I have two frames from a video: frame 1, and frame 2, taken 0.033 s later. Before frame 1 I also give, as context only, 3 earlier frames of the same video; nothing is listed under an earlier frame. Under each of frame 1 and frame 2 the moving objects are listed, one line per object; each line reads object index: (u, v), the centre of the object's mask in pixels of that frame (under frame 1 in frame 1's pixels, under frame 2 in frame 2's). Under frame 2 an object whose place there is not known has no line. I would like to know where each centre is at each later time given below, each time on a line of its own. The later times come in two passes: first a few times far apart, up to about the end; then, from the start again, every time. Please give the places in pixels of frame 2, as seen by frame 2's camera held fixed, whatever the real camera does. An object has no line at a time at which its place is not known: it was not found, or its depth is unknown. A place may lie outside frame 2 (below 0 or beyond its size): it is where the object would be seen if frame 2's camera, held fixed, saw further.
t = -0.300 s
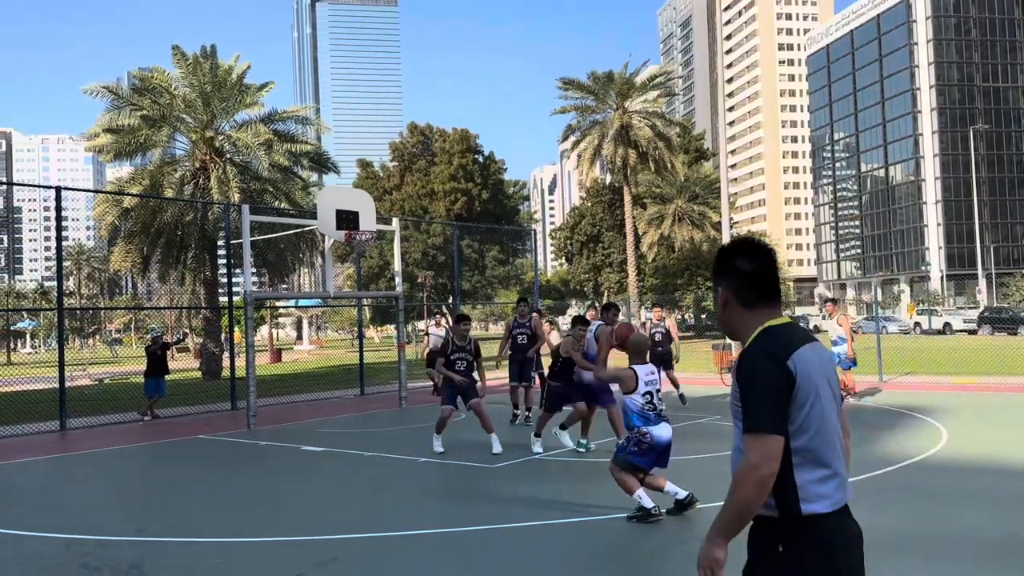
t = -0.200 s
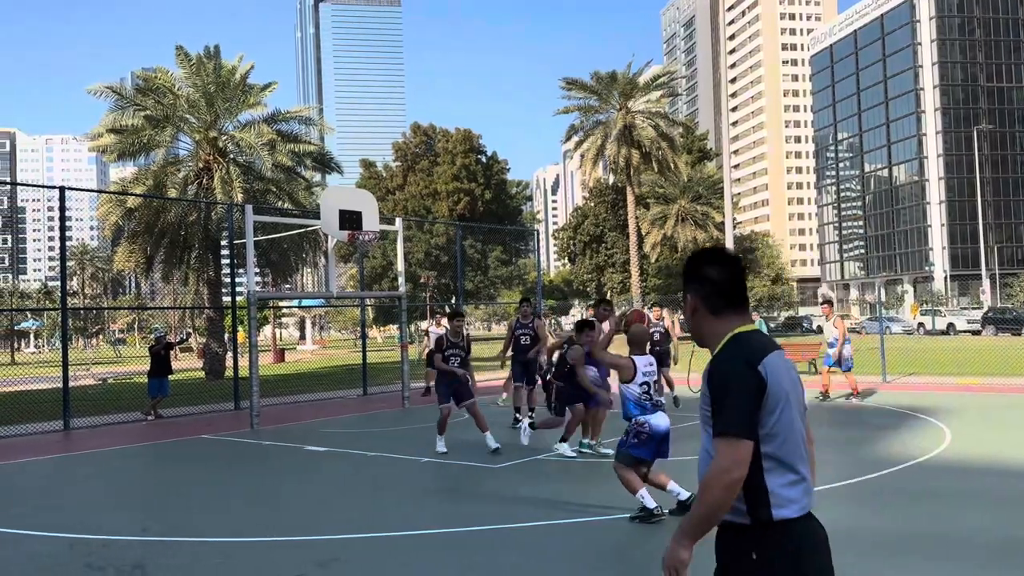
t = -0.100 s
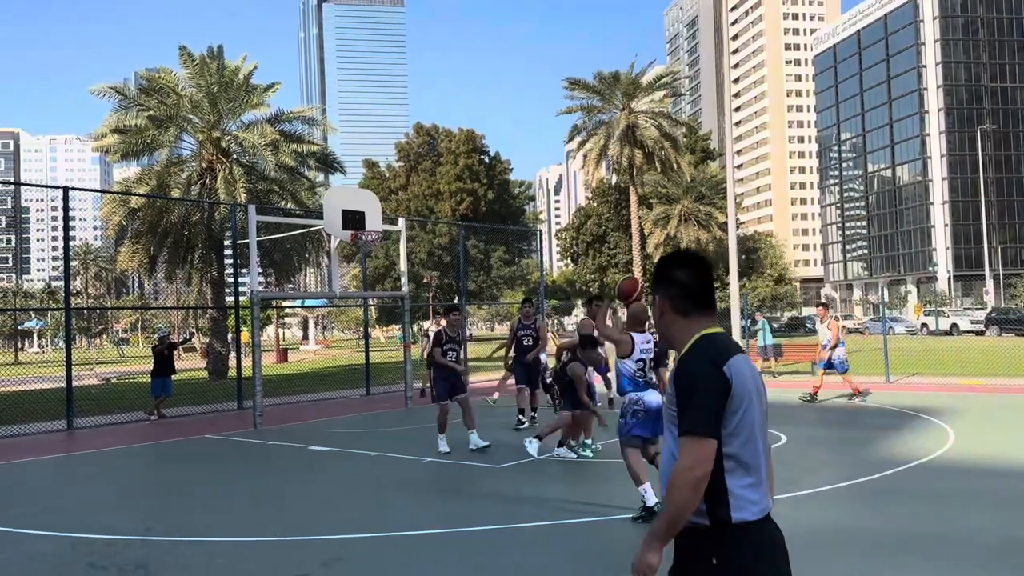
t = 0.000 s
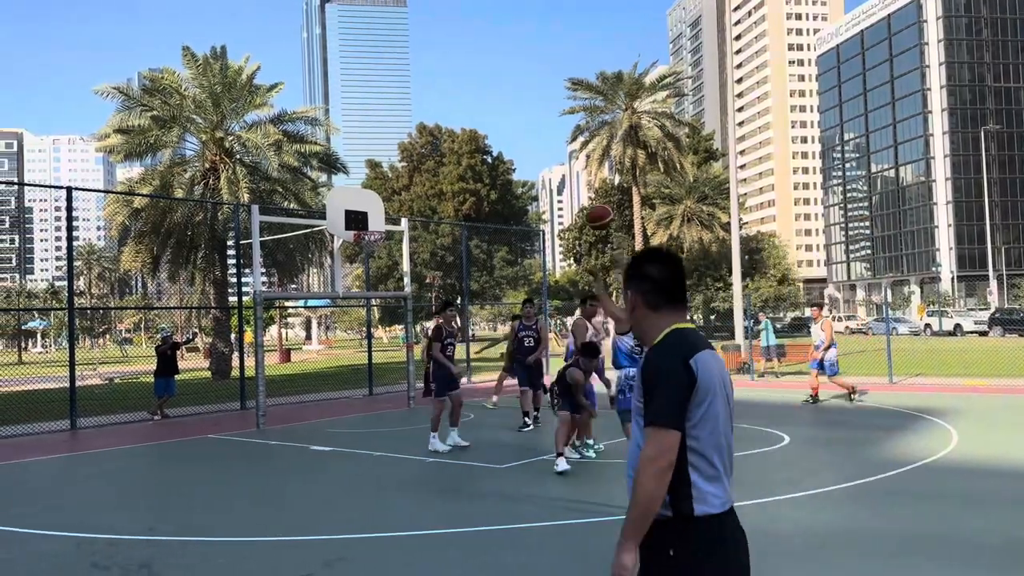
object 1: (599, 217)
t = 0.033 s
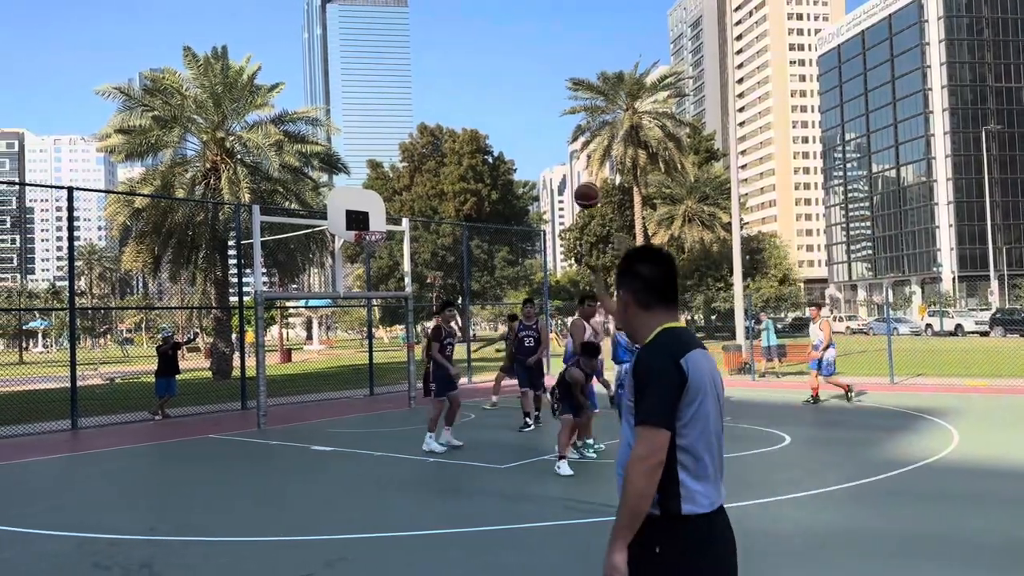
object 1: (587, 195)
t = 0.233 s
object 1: (525, 106)
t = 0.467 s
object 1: (472, 70)
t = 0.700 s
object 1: (434, 83)
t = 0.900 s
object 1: (408, 122)
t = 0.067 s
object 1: (575, 175)
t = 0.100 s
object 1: (564, 158)
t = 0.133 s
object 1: (554, 142)
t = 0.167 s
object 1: (543, 128)
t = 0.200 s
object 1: (534, 117)
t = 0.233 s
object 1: (525, 106)
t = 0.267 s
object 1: (516, 97)
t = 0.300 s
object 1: (508, 90)
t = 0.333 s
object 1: (500, 83)
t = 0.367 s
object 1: (493, 78)
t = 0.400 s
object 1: (486, 75)
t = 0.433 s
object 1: (479, 72)
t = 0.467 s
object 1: (472, 70)
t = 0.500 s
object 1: (466, 70)
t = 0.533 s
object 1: (459, 70)
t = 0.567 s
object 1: (454, 70)
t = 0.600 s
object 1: (449, 73)
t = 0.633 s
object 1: (443, 75)
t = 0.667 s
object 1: (438, 79)
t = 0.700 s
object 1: (434, 83)
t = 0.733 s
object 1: (429, 88)
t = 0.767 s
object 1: (424, 94)
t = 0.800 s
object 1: (420, 100)
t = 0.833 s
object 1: (416, 107)
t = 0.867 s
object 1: (412, 114)
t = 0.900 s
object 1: (408, 122)
